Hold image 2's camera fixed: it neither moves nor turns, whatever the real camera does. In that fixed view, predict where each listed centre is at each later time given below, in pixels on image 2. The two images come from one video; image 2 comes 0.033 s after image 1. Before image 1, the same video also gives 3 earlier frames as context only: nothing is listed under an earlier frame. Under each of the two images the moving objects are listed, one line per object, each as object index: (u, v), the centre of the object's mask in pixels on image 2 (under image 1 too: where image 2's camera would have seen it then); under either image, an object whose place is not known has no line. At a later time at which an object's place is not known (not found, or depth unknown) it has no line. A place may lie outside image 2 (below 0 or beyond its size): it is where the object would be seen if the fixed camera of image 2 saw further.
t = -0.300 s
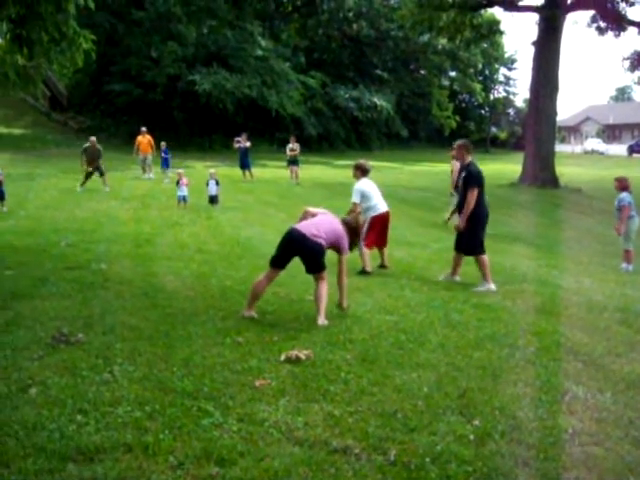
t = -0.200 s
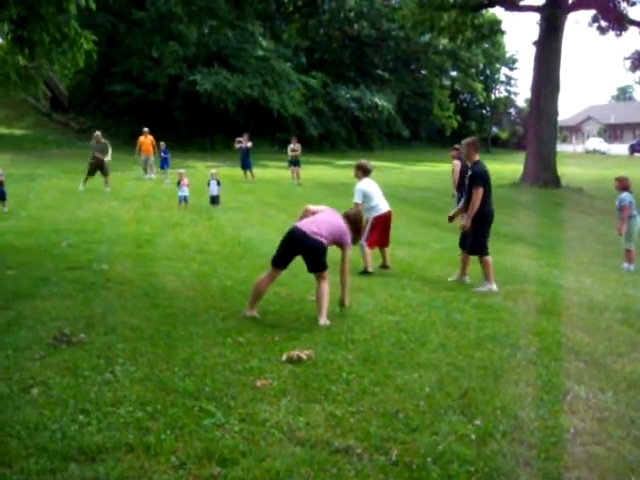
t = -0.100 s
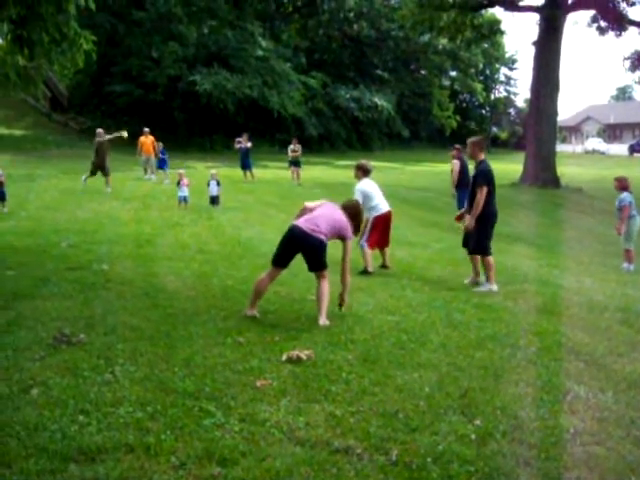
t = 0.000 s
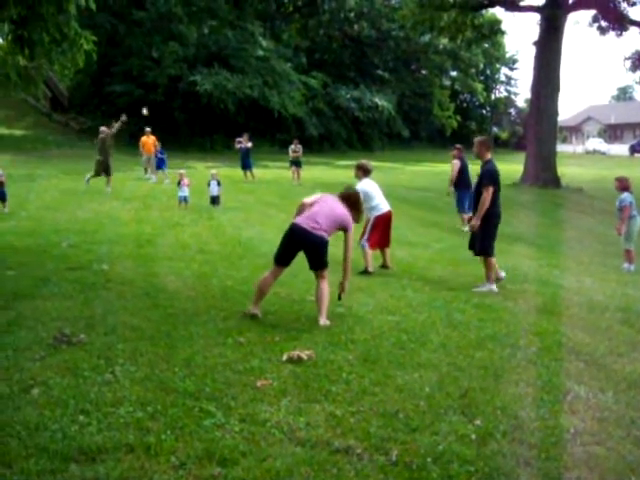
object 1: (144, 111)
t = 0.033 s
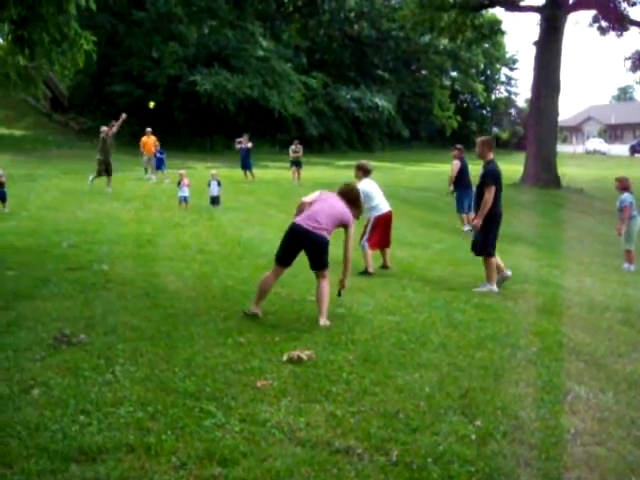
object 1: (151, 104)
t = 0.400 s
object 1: (233, 50)
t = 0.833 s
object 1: (354, 57)
